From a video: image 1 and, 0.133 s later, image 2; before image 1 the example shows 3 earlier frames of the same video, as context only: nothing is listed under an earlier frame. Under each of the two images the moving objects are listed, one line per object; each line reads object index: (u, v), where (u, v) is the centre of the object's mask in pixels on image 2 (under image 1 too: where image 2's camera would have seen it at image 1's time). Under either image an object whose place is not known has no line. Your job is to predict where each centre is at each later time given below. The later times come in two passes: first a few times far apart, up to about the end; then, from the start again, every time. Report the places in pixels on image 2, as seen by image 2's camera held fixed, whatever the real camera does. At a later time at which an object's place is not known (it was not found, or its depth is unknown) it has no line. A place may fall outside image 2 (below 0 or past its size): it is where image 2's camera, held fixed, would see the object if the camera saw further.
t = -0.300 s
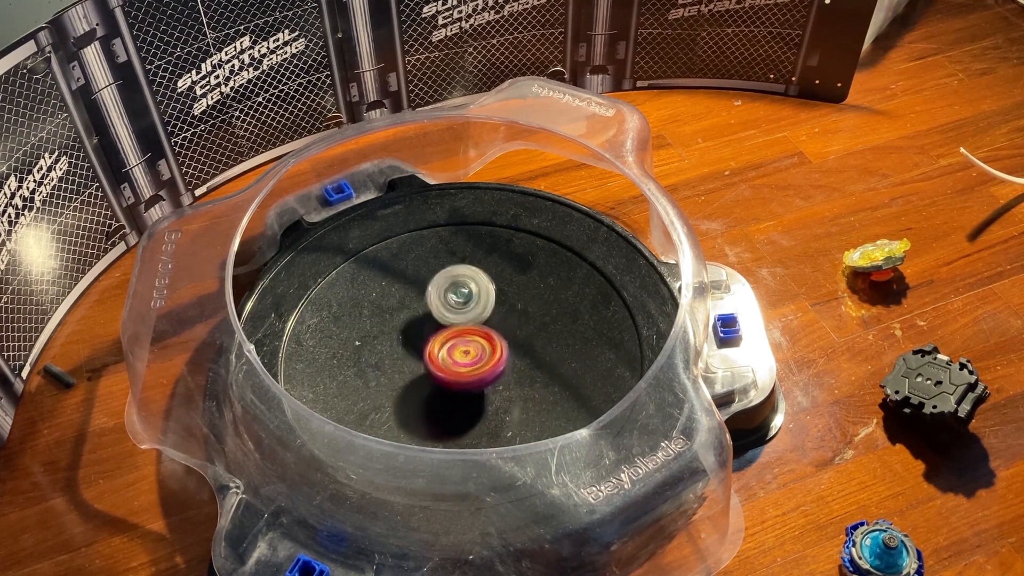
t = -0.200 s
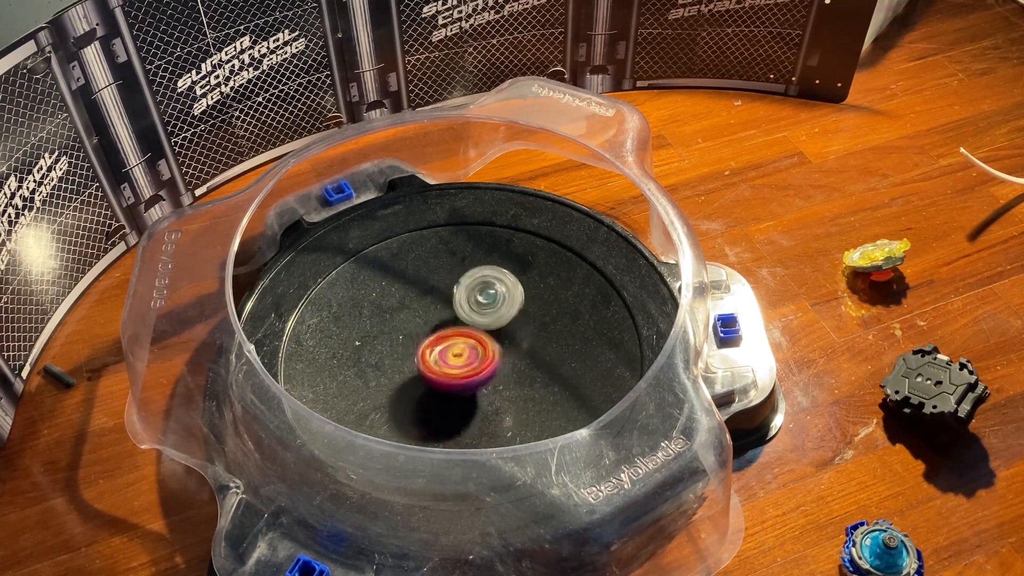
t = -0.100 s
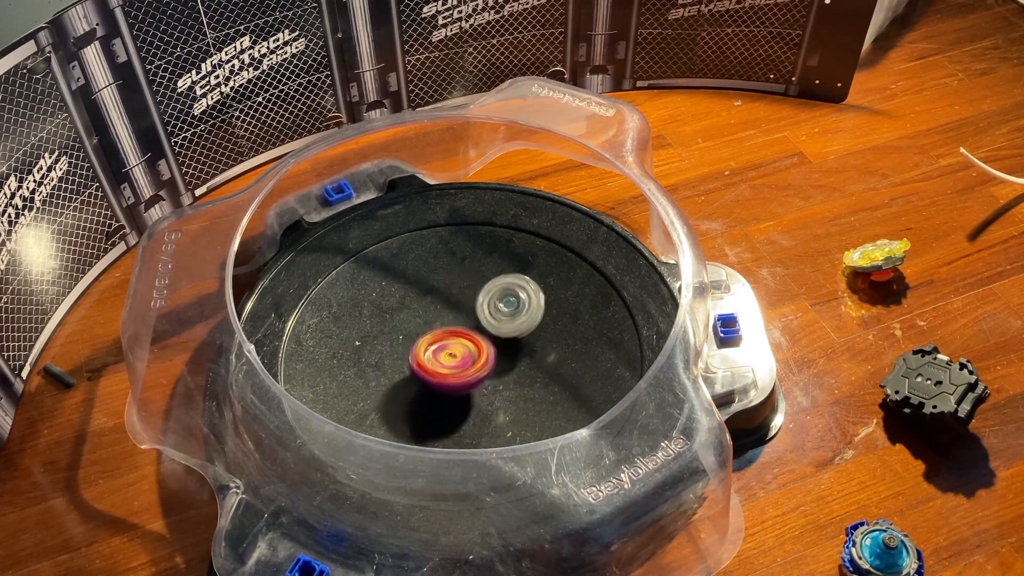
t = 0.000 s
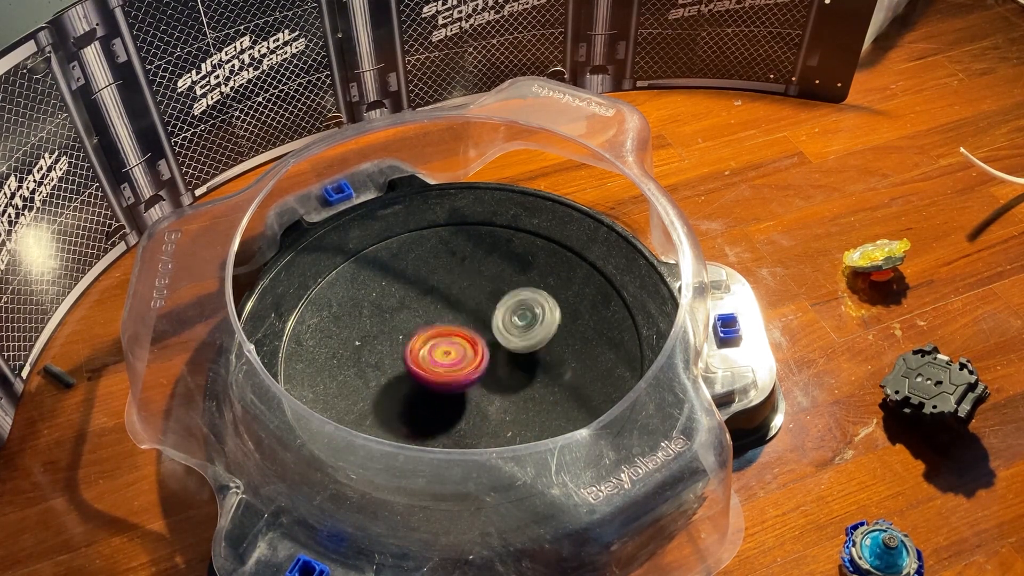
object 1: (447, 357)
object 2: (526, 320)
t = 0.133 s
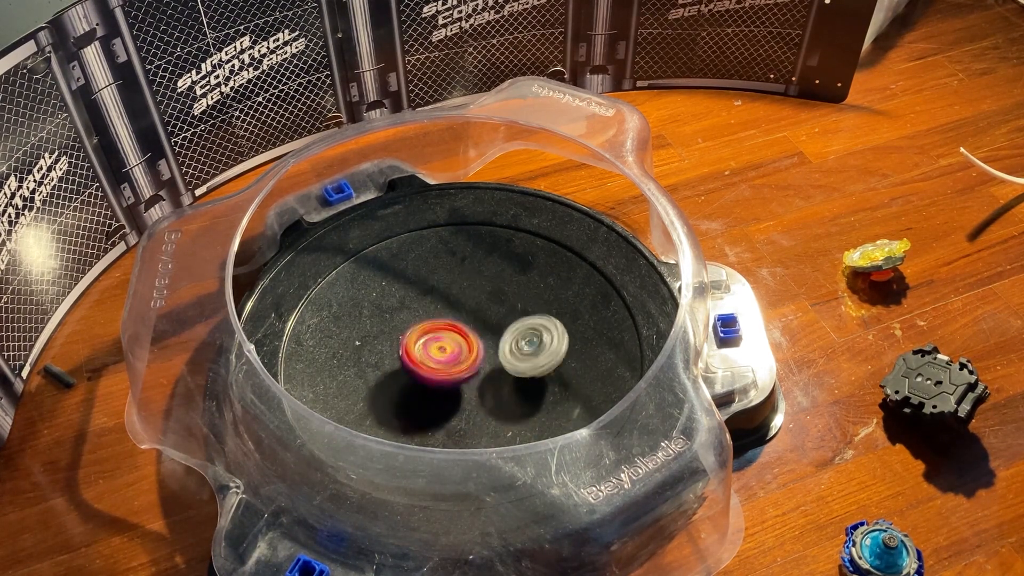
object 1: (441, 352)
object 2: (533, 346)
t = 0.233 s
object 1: (440, 348)
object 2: (527, 367)
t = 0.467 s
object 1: (446, 337)
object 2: (482, 401)
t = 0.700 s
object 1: (459, 334)
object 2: (421, 395)
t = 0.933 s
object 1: (472, 339)
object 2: (390, 356)
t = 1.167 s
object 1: (475, 351)
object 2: (409, 315)
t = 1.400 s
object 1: (466, 360)
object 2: (459, 299)
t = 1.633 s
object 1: (450, 360)
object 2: (507, 316)
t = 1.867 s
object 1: (440, 352)
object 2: (521, 357)
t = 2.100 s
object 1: (442, 338)
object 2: (489, 391)
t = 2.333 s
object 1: (455, 328)
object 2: (435, 396)
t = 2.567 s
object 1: (474, 331)
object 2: (398, 364)
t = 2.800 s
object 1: (484, 346)
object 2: (406, 323)
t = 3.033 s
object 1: (473, 362)
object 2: (441, 302)
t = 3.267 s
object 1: (448, 370)
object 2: (485, 314)
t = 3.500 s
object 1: (419, 363)
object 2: (502, 340)
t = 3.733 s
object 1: (405, 340)
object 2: (512, 360)
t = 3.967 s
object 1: (419, 320)
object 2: (501, 373)
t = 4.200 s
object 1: (444, 323)
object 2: (500, 383)
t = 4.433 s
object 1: (444, 323)
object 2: (503, 411)
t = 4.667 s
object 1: (439, 319)
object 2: (443, 420)
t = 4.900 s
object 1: (434, 319)
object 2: (430, 408)
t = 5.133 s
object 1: (436, 325)
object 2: (466, 391)
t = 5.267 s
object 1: (435, 333)
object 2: (456, 390)
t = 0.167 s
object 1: (441, 351)
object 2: (532, 353)
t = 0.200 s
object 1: (440, 349)
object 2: (531, 360)
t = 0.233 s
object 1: (440, 348)
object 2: (527, 367)
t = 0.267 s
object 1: (440, 345)
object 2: (523, 374)
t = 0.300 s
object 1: (440, 344)
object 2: (518, 380)
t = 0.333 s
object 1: (441, 342)
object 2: (512, 385)
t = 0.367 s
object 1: (442, 341)
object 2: (506, 390)
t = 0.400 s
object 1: (443, 340)
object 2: (498, 394)
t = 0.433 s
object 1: (444, 339)
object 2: (491, 398)
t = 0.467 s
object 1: (446, 337)
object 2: (482, 401)
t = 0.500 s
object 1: (448, 336)
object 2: (473, 403)
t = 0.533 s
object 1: (449, 335)
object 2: (464, 404)
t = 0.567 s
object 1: (452, 335)
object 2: (455, 404)
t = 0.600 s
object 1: (453, 334)
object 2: (446, 403)
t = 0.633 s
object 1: (455, 334)
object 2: (437, 401)
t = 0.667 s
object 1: (457, 334)
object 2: (429, 399)
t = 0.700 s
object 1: (459, 334)
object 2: (421, 395)
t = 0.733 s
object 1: (461, 334)
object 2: (414, 391)
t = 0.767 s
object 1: (463, 335)
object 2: (408, 386)
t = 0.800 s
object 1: (466, 335)
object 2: (402, 380)
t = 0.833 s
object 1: (467, 336)
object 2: (397, 375)
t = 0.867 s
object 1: (469, 337)
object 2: (394, 369)
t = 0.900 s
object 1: (471, 338)
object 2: (392, 362)
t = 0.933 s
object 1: (472, 339)
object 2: (390, 356)
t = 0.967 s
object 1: (473, 341)
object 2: (390, 349)
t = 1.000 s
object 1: (475, 343)
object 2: (391, 342)
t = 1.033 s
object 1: (475, 344)
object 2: (393, 336)
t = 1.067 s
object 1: (475, 346)
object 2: (395, 330)
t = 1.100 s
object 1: (475, 348)
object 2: (399, 324)
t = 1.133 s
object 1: (475, 349)
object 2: (404, 319)
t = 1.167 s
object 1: (475, 351)
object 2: (409, 315)
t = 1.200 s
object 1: (474, 353)
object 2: (416, 310)
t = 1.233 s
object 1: (474, 354)
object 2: (422, 307)
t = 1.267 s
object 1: (472, 356)
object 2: (429, 304)
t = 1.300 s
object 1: (471, 357)
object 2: (436, 301)
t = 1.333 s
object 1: (469, 358)
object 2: (444, 300)
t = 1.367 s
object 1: (468, 359)
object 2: (451, 299)
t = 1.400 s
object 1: (466, 360)
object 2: (459, 299)
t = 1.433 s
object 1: (464, 361)
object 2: (467, 299)
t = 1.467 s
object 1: (462, 361)
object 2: (474, 301)
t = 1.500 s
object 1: (459, 362)
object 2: (482, 302)
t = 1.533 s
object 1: (456, 362)
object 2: (490, 305)
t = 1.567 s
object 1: (455, 362)
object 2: (496, 308)
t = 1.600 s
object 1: (453, 361)
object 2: (502, 312)
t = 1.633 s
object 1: (450, 360)
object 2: (507, 316)
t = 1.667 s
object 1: (448, 359)
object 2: (511, 321)
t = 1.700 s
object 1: (447, 359)
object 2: (514, 326)
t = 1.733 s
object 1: (443, 357)
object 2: (518, 332)
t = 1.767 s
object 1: (443, 356)
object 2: (521, 338)
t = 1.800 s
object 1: (442, 355)
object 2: (522, 344)
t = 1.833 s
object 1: (441, 353)
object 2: (522, 350)
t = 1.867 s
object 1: (440, 352)
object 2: (521, 357)
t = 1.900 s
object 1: (439, 350)
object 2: (520, 362)
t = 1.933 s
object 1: (438, 347)
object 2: (517, 369)
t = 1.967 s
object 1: (439, 346)
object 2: (513, 374)
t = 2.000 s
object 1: (439, 344)
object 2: (508, 379)
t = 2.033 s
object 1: (440, 342)
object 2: (502, 384)
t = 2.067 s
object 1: (441, 340)
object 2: (495, 388)
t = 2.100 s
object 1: (442, 338)
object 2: (489, 391)
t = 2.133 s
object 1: (444, 335)
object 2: (482, 396)
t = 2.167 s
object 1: (445, 334)
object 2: (473, 398)
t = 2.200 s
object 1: (447, 332)
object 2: (465, 400)
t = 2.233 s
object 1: (449, 331)
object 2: (457, 400)
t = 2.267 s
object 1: (451, 330)
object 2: (450, 400)
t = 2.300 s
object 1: (454, 329)
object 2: (442, 399)
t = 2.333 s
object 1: (455, 328)
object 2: (435, 396)
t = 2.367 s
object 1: (458, 328)
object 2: (428, 393)
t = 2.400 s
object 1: (460, 328)
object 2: (422, 389)
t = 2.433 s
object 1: (462, 328)
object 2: (417, 385)
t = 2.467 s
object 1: (466, 329)
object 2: (411, 381)
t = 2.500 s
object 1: (469, 329)
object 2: (405, 375)
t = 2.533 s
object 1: (471, 330)
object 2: (400, 369)
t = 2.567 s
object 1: (474, 331)
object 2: (398, 364)
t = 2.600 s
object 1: (476, 333)
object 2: (397, 358)
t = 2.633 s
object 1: (477, 334)
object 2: (397, 353)
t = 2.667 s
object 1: (479, 336)
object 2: (397, 347)
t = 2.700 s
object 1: (480, 338)
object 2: (399, 342)
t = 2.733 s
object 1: (481, 341)
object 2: (402, 336)
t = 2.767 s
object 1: (483, 343)
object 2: (404, 329)
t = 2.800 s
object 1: (484, 346)
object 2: (406, 323)
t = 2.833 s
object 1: (483, 349)
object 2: (408, 316)
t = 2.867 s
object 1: (483, 351)
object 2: (412, 312)
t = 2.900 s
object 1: (482, 353)
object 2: (417, 308)
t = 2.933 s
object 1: (480, 357)
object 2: (421, 306)
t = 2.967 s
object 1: (478, 359)
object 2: (428, 303)
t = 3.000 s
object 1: (476, 360)
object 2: (434, 302)
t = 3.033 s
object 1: (473, 362)
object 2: (441, 302)
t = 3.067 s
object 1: (470, 363)
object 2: (447, 302)
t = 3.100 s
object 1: (468, 365)
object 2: (454, 304)
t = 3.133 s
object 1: (465, 365)
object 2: (460, 305)
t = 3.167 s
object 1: (460, 367)
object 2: (467, 306)
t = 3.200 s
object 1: (457, 369)
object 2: (474, 308)
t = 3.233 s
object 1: (453, 370)
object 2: (480, 311)
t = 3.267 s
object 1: (448, 370)
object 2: (485, 314)
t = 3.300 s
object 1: (443, 370)
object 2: (491, 318)
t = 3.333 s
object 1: (436, 372)
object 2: (500, 318)
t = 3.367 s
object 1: (431, 371)
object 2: (505, 322)
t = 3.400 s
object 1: (428, 370)
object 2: (507, 326)
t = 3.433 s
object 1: (424, 368)
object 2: (507, 332)
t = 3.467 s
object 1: (421, 365)
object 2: (505, 336)
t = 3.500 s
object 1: (419, 363)
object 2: (502, 340)
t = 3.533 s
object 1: (417, 361)
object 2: (499, 344)
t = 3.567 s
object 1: (416, 358)
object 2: (495, 348)
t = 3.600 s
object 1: (409, 353)
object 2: (504, 350)
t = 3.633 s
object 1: (404, 349)
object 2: (514, 351)
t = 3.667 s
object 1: (404, 345)
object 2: (518, 355)
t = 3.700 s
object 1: (404, 342)
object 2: (517, 357)
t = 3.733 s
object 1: (405, 340)
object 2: (512, 360)
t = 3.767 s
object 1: (407, 338)
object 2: (509, 359)
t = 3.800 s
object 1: (409, 335)
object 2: (506, 359)
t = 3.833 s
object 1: (412, 332)
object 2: (501, 361)
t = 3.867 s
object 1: (416, 330)
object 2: (494, 361)
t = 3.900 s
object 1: (419, 329)
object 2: (488, 359)
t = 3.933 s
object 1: (419, 324)
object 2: (496, 366)
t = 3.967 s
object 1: (419, 320)
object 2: (501, 373)
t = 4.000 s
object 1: (424, 318)
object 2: (502, 377)
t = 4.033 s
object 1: (428, 320)
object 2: (502, 377)
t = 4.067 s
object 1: (432, 321)
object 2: (504, 376)
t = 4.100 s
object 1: (435, 322)
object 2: (502, 378)
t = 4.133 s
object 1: (439, 323)
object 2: (500, 375)
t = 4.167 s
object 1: (443, 326)
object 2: (499, 374)
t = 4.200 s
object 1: (444, 323)
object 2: (500, 383)
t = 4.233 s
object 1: (443, 317)
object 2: (509, 398)
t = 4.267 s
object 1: (444, 314)
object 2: (516, 407)
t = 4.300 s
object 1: (444, 314)
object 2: (518, 414)
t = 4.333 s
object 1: (445, 317)
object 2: (516, 418)
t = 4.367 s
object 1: (445, 319)
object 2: (511, 421)
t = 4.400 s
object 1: (444, 321)
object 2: (509, 421)
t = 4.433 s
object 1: (444, 323)
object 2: (503, 411)
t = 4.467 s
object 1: (443, 326)
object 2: (497, 408)
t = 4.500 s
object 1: (442, 328)
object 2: (490, 401)
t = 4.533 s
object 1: (441, 331)
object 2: (482, 394)
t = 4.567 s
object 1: (439, 333)
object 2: (475, 389)
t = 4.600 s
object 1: (439, 326)
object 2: (463, 398)
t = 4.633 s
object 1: (439, 322)
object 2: (452, 411)
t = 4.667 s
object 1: (439, 319)
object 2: (443, 420)
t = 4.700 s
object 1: (439, 321)
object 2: (438, 422)
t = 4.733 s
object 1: (437, 321)
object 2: (435, 422)
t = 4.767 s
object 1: (435, 321)
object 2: (432, 420)
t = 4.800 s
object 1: (435, 320)
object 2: (431, 419)
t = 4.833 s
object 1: (434, 320)
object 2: (431, 415)
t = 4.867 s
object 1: (434, 320)
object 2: (430, 415)
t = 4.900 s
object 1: (434, 319)
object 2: (430, 408)
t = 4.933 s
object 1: (434, 319)
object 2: (434, 401)
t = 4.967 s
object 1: (434, 319)
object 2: (440, 398)
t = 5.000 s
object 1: (435, 321)
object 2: (449, 394)
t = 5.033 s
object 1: (435, 322)
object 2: (455, 391)
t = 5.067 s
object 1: (435, 323)
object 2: (463, 390)
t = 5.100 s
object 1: (435, 324)
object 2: (465, 390)
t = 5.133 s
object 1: (436, 325)
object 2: (466, 391)
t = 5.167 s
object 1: (435, 326)
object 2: (465, 390)
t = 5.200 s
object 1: (435, 328)
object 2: (463, 390)
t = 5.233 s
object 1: (435, 331)
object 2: (458, 390)
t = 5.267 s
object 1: (435, 333)
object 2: (456, 390)
